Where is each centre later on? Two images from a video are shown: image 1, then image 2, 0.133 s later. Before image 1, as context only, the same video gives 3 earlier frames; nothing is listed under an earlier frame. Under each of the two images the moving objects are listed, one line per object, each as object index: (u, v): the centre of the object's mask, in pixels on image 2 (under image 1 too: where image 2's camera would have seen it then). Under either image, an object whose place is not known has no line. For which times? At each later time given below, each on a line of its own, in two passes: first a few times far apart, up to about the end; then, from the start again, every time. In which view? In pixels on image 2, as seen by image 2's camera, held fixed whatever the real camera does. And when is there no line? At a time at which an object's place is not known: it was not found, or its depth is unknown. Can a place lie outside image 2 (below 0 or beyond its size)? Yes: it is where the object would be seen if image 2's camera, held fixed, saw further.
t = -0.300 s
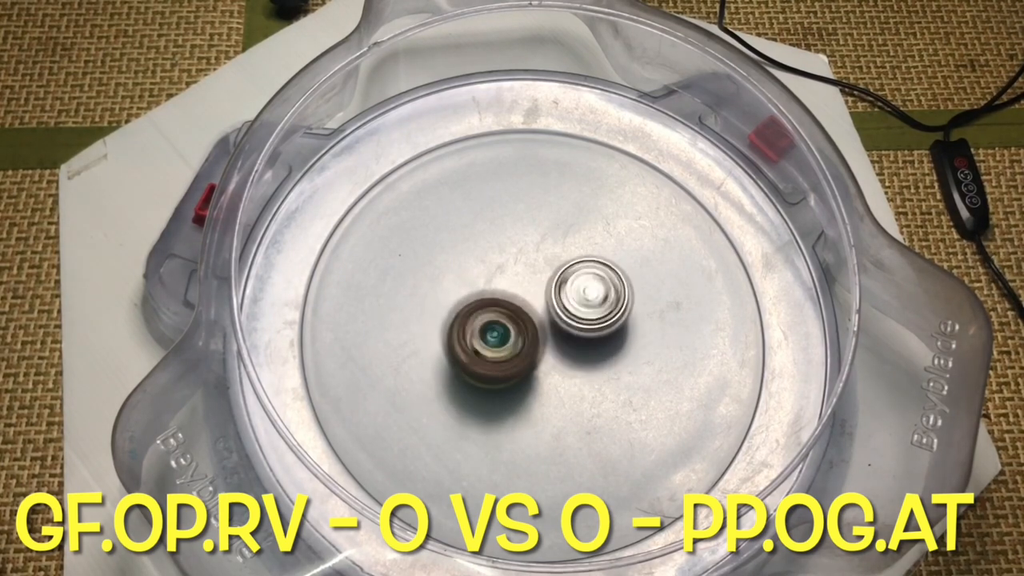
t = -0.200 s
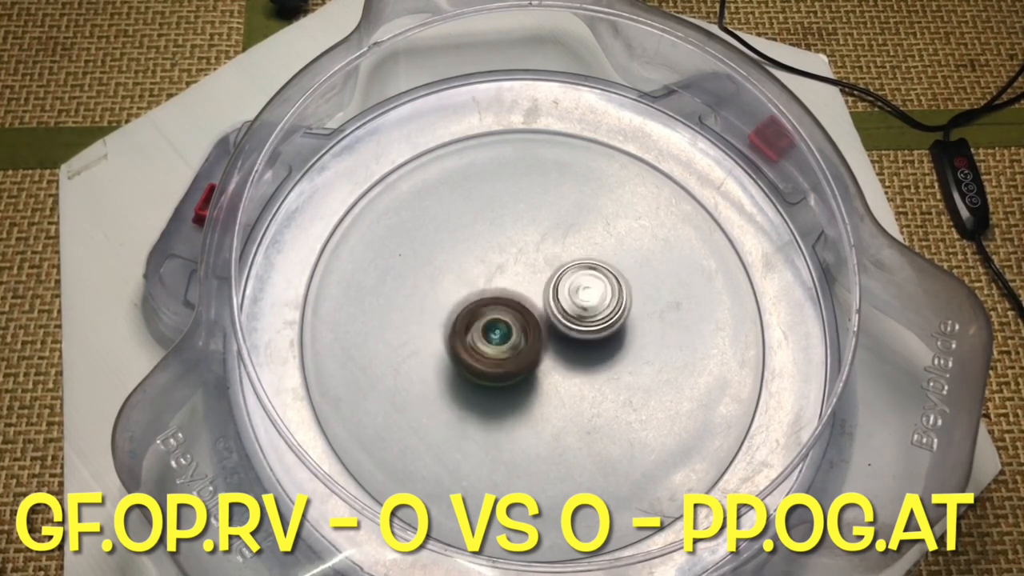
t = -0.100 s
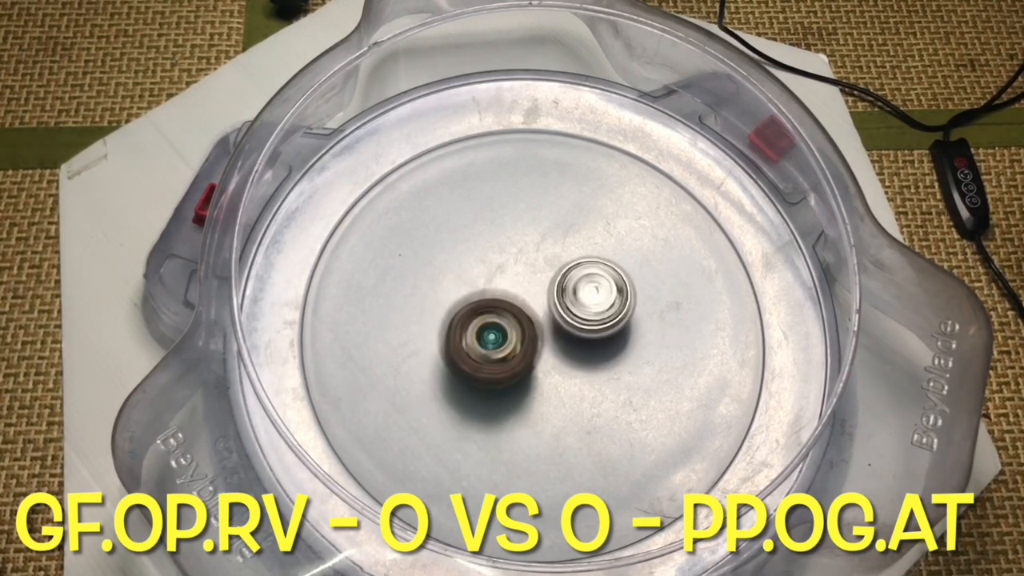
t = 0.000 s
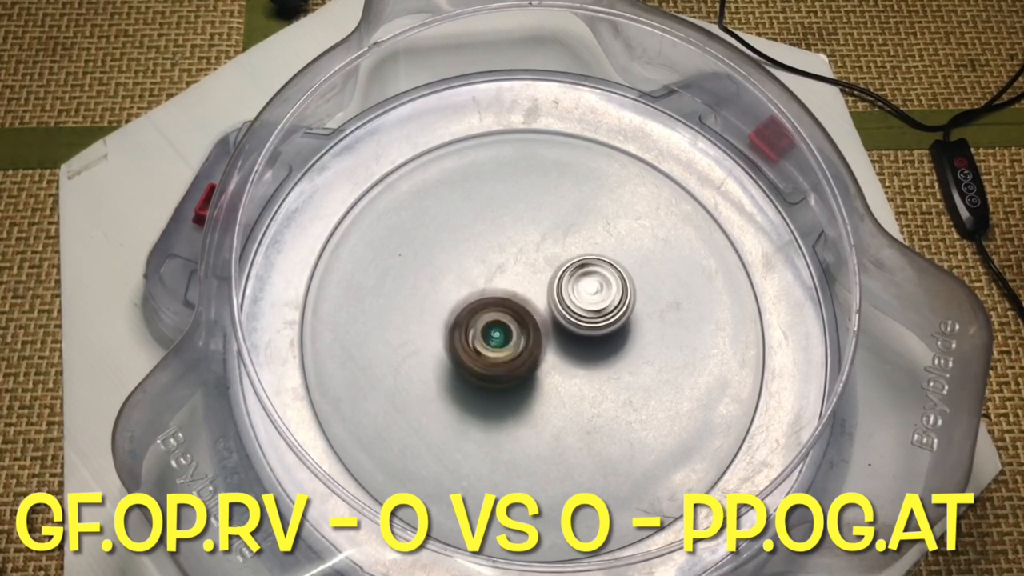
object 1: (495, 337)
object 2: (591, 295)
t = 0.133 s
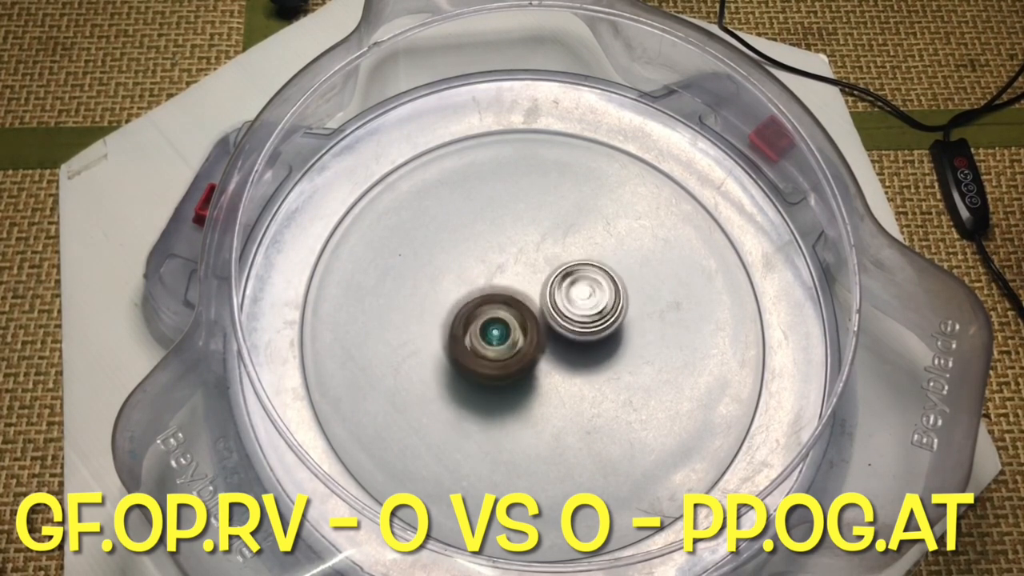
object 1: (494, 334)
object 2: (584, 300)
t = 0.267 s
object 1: (490, 335)
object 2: (589, 300)
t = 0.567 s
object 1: (485, 336)
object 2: (584, 302)
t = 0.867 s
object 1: (487, 339)
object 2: (576, 300)
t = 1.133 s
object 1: (487, 339)
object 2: (583, 293)
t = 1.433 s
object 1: (488, 335)
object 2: (581, 298)
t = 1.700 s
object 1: (489, 337)
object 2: (582, 297)
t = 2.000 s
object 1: (490, 337)
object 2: (584, 302)
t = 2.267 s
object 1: (489, 334)
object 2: (587, 309)
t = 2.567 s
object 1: (484, 332)
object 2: (578, 307)
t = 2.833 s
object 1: (486, 337)
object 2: (575, 302)
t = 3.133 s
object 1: (491, 334)
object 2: (584, 301)
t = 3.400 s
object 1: (493, 334)
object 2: (585, 308)
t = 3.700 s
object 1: (484, 338)
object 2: (599, 313)
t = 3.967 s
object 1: (482, 328)
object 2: (588, 322)
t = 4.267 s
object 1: (483, 333)
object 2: (585, 309)
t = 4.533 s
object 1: (488, 332)
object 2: (583, 308)
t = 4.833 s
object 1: (484, 334)
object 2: (584, 304)
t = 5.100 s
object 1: (483, 328)
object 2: (580, 305)
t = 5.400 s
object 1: (487, 331)
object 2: (584, 307)
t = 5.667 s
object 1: (490, 337)
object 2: (587, 307)
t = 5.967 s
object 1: (491, 331)
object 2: (585, 315)
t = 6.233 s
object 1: (476, 334)
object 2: (593, 310)
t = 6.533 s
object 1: (482, 327)
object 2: (583, 315)
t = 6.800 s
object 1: (484, 325)
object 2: (581, 308)
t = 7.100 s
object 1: (480, 315)
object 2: (583, 318)
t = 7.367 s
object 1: (463, 316)
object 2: (577, 322)
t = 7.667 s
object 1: (468, 314)
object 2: (589, 318)
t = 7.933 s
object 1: (477, 313)
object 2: (582, 315)
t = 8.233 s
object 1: (486, 324)
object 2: (578, 307)
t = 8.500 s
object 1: (490, 324)
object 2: (594, 317)
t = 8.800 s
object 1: (494, 318)
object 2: (585, 322)
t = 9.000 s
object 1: (490, 332)
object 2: (576, 335)
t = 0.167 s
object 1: (494, 334)
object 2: (585, 301)
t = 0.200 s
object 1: (496, 332)
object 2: (584, 301)
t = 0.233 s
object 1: (492, 333)
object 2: (586, 301)
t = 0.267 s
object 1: (490, 335)
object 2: (589, 300)
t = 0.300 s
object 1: (490, 335)
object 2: (591, 299)
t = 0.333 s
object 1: (489, 334)
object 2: (591, 299)
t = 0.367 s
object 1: (489, 334)
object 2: (589, 299)
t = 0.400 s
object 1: (488, 333)
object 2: (586, 300)
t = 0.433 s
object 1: (488, 332)
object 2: (584, 301)
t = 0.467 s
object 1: (487, 331)
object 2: (580, 304)
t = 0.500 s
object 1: (485, 332)
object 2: (581, 304)
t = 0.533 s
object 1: (485, 336)
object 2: (585, 303)
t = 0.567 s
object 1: (485, 336)
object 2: (584, 302)
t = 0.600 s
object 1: (485, 335)
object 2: (582, 302)
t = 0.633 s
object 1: (484, 335)
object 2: (581, 303)
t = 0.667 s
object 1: (484, 336)
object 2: (578, 302)
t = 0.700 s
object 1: (484, 336)
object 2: (575, 303)
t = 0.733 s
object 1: (485, 337)
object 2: (575, 303)
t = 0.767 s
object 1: (486, 338)
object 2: (575, 302)
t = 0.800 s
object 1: (485, 339)
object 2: (575, 301)
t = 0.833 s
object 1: (486, 339)
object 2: (576, 301)
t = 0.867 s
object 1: (487, 339)
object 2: (576, 300)
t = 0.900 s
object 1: (486, 339)
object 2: (575, 298)
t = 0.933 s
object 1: (486, 340)
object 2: (575, 299)
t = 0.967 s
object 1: (489, 339)
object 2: (575, 299)
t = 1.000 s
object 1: (487, 340)
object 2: (579, 296)
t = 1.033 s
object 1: (485, 341)
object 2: (582, 295)
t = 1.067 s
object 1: (487, 341)
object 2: (584, 294)
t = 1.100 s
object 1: (487, 340)
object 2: (584, 293)
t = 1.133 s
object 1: (487, 339)
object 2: (583, 293)
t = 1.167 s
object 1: (488, 338)
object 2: (582, 295)
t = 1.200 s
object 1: (489, 337)
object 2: (580, 296)
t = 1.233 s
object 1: (490, 336)
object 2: (578, 299)
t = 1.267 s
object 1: (488, 337)
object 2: (581, 299)
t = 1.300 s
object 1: (488, 340)
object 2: (586, 297)
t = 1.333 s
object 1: (489, 339)
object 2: (586, 296)
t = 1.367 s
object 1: (490, 337)
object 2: (586, 297)
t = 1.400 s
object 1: (489, 335)
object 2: (584, 296)
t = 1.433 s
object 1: (488, 335)
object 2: (581, 298)
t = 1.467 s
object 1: (489, 334)
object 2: (579, 300)
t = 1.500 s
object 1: (487, 336)
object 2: (581, 299)
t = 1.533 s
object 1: (486, 336)
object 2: (581, 300)
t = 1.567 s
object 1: (489, 334)
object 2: (581, 300)
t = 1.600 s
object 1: (489, 333)
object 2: (579, 300)
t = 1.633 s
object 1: (485, 334)
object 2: (580, 299)
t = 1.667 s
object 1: (487, 337)
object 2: (582, 298)
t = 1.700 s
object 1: (489, 337)
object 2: (582, 297)
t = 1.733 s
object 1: (489, 335)
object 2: (581, 298)
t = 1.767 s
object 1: (488, 335)
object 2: (580, 298)
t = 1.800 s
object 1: (488, 335)
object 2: (579, 299)
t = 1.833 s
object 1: (488, 335)
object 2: (578, 301)
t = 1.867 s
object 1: (487, 336)
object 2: (579, 302)
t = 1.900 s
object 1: (490, 336)
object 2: (578, 302)
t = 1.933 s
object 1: (488, 336)
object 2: (581, 302)
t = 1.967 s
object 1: (487, 336)
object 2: (584, 303)
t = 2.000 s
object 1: (490, 337)
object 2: (584, 302)
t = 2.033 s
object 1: (490, 335)
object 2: (583, 303)
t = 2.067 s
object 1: (490, 334)
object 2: (583, 305)
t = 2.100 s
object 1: (486, 336)
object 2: (585, 305)
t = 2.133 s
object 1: (487, 337)
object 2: (589, 306)
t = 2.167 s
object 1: (486, 337)
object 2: (590, 306)
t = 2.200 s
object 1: (489, 336)
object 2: (590, 307)
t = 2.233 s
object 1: (488, 335)
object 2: (589, 308)
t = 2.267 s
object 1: (489, 334)
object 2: (587, 309)
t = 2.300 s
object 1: (488, 333)
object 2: (585, 312)
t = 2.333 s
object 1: (489, 332)
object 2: (582, 314)
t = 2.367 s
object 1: (487, 332)
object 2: (582, 315)
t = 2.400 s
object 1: (488, 331)
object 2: (581, 315)
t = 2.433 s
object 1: (486, 332)
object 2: (583, 313)
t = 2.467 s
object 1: (485, 333)
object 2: (584, 310)
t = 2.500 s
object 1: (486, 334)
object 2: (583, 309)
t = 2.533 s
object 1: (487, 331)
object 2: (581, 308)
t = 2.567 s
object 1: (484, 332)
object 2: (578, 307)
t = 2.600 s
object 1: (483, 332)
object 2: (576, 308)
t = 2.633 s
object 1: (481, 334)
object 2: (578, 306)
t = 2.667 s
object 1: (485, 336)
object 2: (578, 304)
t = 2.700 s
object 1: (484, 336)
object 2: (578, 303)
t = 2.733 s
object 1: (486, 336)
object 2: (577, 302)
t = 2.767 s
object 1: (483, 335)
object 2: (575, 302)
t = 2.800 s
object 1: (484, 336)
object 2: (576, 302)
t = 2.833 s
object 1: (486, 337)
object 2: (575, 302)
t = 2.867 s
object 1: (487, 337)
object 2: (576, 302)
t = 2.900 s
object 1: (486, 337)
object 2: (579, 300)
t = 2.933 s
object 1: (486, 337)
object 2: (578, 300)
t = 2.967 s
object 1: (489, 337)
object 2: (579, 300)
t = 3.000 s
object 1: (487, 337)
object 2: (581, 300)
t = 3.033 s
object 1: (486, 338)
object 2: (583, 299)
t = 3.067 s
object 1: (491, 338)
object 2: (584, 299)
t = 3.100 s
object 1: (492, 335)
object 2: (585, 300)
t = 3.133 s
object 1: (491, 334)
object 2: (584, 301)
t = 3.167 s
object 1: (492, 332)
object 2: (584, 303)
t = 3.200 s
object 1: (491, 332)
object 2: (583, 305)
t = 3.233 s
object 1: (492, 330)
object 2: (582, 307)
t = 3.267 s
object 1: (491, 329)
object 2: (582, 308)
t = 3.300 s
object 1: (492, 330)
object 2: (581, 310)
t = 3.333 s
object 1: (489, 333)
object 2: (584, 309)
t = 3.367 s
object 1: (489, 335)
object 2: (585, 308)
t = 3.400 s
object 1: (493, 334)
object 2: (585, 308)
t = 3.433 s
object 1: (491, 333)
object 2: (583, 308)
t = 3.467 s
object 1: (489, 334)
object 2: (586, 309)
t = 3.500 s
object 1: (483, 337)
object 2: (595, 307)
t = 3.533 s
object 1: (480, 338)
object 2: (597, 307)
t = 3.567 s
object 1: (480, 339)
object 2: (601, 307)
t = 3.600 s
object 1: (481, 339)
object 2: (601, 308)
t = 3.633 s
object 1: (482, 338)
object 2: (601, 309)
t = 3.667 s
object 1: (482, 337)
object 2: (601, 309)
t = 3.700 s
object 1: (484, 338)
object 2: (599, 313)
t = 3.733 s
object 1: (485, 338)
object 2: (596, 314)
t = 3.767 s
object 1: (487, 337)
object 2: (591, 317)
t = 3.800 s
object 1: (490, 337)
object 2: (589, 319)
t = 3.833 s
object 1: (491, 335)
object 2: (586, 321)
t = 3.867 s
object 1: (488, 334)
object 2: (587, 323)
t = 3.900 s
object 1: (489, 332)
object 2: (586, 322)
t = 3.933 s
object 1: (487, 330)
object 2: (585, 323)
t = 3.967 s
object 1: (482, 328)
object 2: (588, 322)
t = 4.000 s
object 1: (481, 328)
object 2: (588, 321)
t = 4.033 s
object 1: (481, 329)
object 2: (586, 320)
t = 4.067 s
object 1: (482, 328)
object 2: (582, 319)
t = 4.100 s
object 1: (482, 327)
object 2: (580, 318)
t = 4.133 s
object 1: (482, 327)
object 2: (578, 316)
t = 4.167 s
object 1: (479, 328)
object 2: (582, 315)
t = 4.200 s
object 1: (478, 332)
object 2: (584, 312)
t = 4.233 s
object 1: (481, 331)
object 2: (585, 310)
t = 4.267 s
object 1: (483, 333)
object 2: (585, 309)
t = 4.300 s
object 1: (484, 332)
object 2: (585, 308)
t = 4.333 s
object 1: (483, 332)
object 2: (585, 308)
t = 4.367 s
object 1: (484, 331)
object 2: (585, 308)
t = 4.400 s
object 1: (485, 331)
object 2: (584, 308)
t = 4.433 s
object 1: (487, 330)
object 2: (583, 308)
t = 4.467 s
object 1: (487, 330)
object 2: (583, 308)
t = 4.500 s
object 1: (486, 331)
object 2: (584, 308)
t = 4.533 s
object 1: (488, 332)
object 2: (583, 308)
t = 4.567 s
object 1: (489, 330)
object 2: (583, 307)
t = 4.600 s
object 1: (489, 329)
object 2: (582, 307)
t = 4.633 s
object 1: (489, 328)
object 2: (580, 308)
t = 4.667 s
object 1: (488, 327)
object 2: (578, 308)
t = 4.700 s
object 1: (488, 327)
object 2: (579, 309)
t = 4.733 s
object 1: (487, 328)
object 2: (577, 308)
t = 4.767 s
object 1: (486, 330)
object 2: (578, 308)
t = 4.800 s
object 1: (485, 332)
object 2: (581, 306)
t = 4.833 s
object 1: (484, 334)
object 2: (584, 304)
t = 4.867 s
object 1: (486, 333)
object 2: (584, 304)
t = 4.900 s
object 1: (483, 330)
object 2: (583, 303)
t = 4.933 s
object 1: (483, 331)
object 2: (582, 303)
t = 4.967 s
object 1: (485, 331)
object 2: (582, 303)
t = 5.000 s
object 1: (486, 330)
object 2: (582, 305)
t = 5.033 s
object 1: (487, 328)
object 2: (580, 305)
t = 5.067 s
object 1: (485, 327)
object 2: (579, 305)
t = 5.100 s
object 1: (483, 328)
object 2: (580, 305)
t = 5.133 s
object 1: (484, 329)
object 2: (579, 306)
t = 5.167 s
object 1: (485, 331)
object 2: (578, 305)
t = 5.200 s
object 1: (486, 332)
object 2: (579, 304)
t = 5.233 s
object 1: (488, 332)
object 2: (579, 304)
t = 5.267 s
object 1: (487, 332)
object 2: (581, 305)
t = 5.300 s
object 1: (487, 332)
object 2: (581, 303)
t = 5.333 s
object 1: (489, 332)
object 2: (581, 305)
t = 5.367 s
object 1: (488, 331)
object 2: (581, 305)
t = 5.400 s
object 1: (487, 331)
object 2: (584, 307)
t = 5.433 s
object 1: (486, 332)
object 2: (582, 308)
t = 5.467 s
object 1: (488, 332)
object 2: (582, 308)
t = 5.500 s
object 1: (488, 332)
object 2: (582, 308)
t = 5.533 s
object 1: (487, 334)
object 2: (586, 307)
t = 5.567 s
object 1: (491, 336)
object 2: (584, 309)
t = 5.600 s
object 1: (490, 334)
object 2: (584, 308)
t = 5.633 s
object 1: (488, 335)
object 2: (587, 308)
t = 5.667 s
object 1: (490, 337)
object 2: (587, 307)
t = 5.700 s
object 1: (493, 337)
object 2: (586, 308)
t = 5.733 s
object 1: (495, 336)
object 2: (586, 309)
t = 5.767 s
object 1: (492, 335)
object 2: (590, 308)
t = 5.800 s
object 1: (490, 335)
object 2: (590, 311)
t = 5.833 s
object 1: (491, 335)
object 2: (588, 311)
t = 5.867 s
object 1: (491, 334)
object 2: (587, 312)
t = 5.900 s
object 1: (490, 333)
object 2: (586, 312)
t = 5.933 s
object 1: (490, 332)
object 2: (586, 312)
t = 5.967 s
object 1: (491, 331)
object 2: (585, 315)
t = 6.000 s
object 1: (491, 330)
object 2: (581, 315)
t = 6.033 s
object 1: (490, 327)
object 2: (580, 315)
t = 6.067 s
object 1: (488, 327)
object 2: (578, 314)
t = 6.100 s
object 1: (489, 328)
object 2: (579, 312)
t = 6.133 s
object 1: (483, 332)
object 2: (585, 311)
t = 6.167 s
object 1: (479, 332)
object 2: (592, 309)
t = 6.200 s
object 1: (476, 333)
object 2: (595, 310)
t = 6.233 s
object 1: (476, 334)
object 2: (593, 310)
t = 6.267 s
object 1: (477, 333)
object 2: (593, 308)
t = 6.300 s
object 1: (477, 333)
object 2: (592, 311)
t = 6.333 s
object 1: (477, 330)
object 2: (592, 311)
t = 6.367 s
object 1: (478, 329)
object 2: (592, 311)
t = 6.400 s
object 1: (480, 330)
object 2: (589, 313)
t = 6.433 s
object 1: (481, 330)
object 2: (587, 313)
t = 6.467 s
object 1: (483, 329)
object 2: (584, 316)
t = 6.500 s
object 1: (483, 328)
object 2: (582, 316)
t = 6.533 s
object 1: (482, 327)
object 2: (583, 315)
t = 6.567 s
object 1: (482, 328)
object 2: (580, 316)
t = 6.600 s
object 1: (484, 327)
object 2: (576, 315)
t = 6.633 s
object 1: (486, 324)
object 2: (577, 313)
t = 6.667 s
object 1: (481, 325)
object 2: (581, 311)
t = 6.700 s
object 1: (480, 328)
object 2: (583, 309)
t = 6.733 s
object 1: (482, 327)
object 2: (584, 310)
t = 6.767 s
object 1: (483, 327)
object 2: (582, 310)
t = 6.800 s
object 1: (484, 325)
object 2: (581, 308)
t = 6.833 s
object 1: (486, 323)
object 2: (581, 308)
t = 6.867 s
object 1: (486, 321)
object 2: (582, 308)
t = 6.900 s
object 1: (486, 319)
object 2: (584, 310)
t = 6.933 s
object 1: (486, 317)
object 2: (584, 313)
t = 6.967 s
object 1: (484, 315)
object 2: (586, 314)
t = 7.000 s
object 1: (483, 316)
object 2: (586, 315)
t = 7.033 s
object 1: (481, 316)
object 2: (585, 317)
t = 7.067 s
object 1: (479, 315)
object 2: (583, 317)
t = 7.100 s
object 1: (480, 315)
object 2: (583, 318)
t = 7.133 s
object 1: (480, 313)
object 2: (580, 319)
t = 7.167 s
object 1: (481, 311)
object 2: (577, 318)
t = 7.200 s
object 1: (481, 311)
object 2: (573, 319)
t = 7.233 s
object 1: (477, 312)
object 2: (571, 319)
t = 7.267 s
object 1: (468, 314)
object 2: (578, 318)
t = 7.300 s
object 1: (463, 312)
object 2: (580, 321)
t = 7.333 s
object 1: (461, 313)
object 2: (578, 322)
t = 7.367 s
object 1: (463, 316)
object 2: (577, 322)
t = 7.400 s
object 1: (465, 317)
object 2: (576, 322)
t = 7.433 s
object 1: (469, 315)
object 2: (575, 322)
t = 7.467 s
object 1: (471, 314)
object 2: (575, 320)
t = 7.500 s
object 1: (475, 314)
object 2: (576, 320)
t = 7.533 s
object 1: (478, 314)
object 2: (574, 322)
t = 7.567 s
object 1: (479, 313)
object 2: (572, 321)
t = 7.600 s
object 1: (475, 314)
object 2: (580, 320)
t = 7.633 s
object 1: (469, 314)
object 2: (586, 320)
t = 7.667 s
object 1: (468, 314)
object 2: (589, 318)
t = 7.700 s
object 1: (465, 314)
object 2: (591, 319)
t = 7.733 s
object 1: (465, 313)
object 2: (591, 320)
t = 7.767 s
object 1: (466, 313)
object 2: (589, 321)
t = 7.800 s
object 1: (468, 313)
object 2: (588, 319)
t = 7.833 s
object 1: (469, 312)
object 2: (587, 319)
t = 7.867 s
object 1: (471, 313)
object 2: (585, 318)
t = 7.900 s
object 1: (474, 311)
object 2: (584, 317)
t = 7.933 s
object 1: (477, 313)
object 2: (582, 315)
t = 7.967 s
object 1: (481, 316)
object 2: (580, 315)
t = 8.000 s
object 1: (485, 318)
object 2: (579, 314)
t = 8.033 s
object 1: (483, 319)
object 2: (583, 313)
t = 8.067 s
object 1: (482, 318)
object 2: (584, 314)
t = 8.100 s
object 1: (483, 321)
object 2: (584, 315)
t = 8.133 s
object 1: (483, 322)
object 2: (582, 313)
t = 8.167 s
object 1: (484, 323)
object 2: (581, 311)
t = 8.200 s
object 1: (485, 323)
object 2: (580, 310)
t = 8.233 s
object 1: (486, 324)
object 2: (578, 307)
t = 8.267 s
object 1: (483, 324)
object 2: (579, 305)
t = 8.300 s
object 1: (482, 324)
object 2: (580, 303)
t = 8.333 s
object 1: (483, 325)
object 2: (582, 304)
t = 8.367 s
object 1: (486, 326)
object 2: (582, 304)
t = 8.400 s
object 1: (490, 327)
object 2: (583, 305)
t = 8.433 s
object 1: (489, 326)
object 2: (588, 308)
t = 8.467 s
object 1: (489, 324)
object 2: (592, 314)
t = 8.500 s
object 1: (490, 324)
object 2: (594, 317)
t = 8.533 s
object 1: (492, 323)
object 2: (594, 316)
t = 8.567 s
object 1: (494, 322)
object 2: (595, 315)
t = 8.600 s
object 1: (496, 321)
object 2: (593, 312)
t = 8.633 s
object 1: (498, 319)
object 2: (591, 312)
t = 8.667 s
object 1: (499, 318)
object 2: (588, 312)
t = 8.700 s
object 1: (500, 317)
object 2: (586, 312)
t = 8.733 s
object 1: (497, 316)
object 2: (586, 316)
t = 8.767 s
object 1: (496, 316)
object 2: (584, 318)
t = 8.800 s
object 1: (494, 318)
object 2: (585, 322)
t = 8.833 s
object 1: (493, 320)
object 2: (583, 325)
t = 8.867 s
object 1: (490, 321)
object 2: (583, 327)
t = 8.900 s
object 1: (490, 323)
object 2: (582, 331)
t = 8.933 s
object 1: (489, 326)
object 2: (580, 334)
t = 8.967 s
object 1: (489, 329)
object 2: (578, 335)
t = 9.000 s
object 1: (490, 332)
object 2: (576, 335)
